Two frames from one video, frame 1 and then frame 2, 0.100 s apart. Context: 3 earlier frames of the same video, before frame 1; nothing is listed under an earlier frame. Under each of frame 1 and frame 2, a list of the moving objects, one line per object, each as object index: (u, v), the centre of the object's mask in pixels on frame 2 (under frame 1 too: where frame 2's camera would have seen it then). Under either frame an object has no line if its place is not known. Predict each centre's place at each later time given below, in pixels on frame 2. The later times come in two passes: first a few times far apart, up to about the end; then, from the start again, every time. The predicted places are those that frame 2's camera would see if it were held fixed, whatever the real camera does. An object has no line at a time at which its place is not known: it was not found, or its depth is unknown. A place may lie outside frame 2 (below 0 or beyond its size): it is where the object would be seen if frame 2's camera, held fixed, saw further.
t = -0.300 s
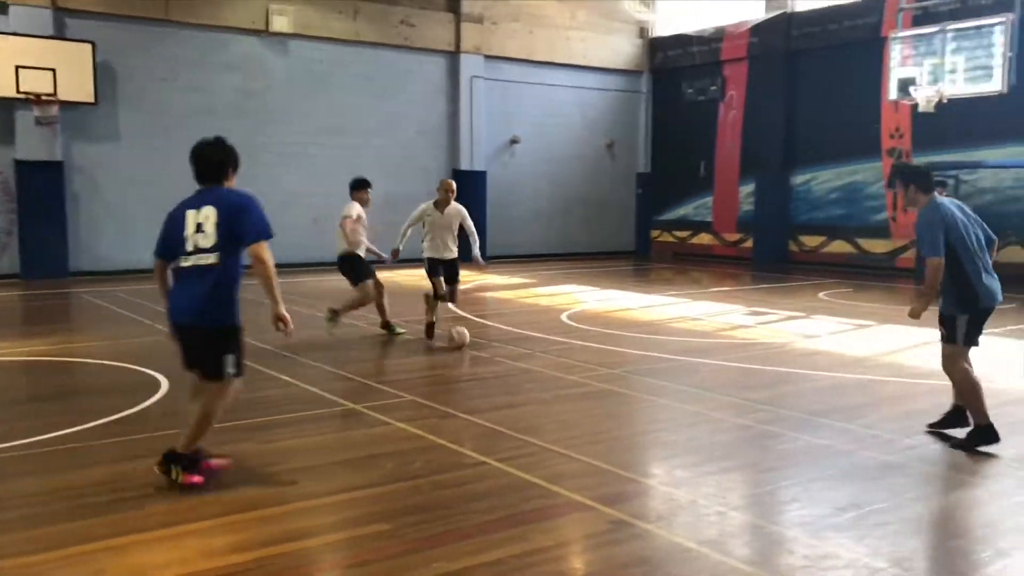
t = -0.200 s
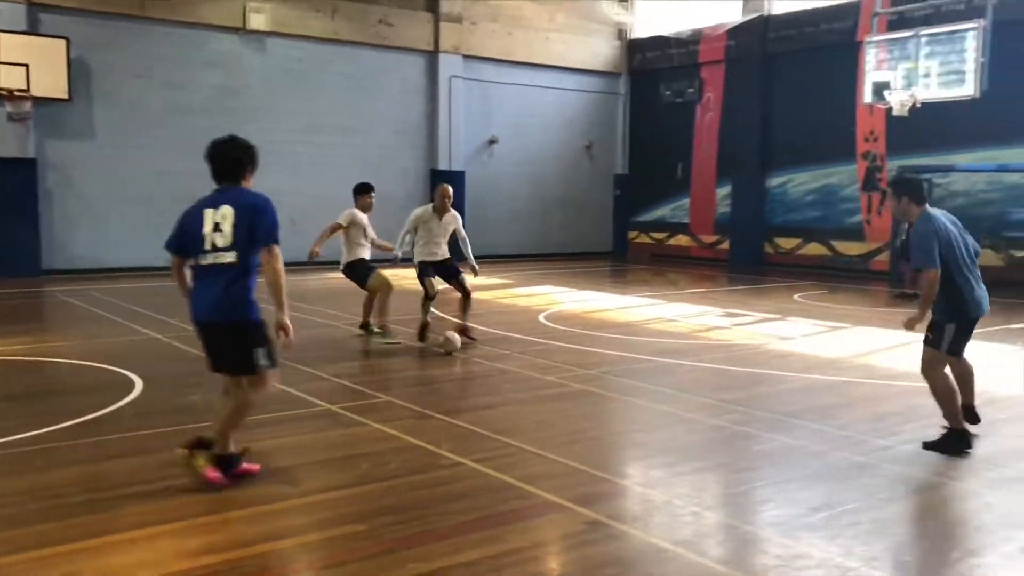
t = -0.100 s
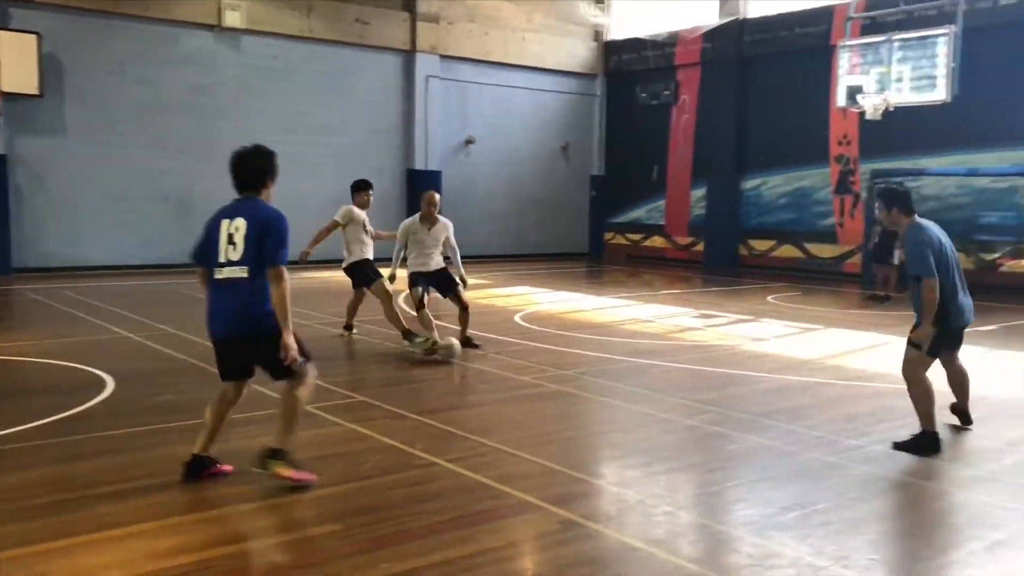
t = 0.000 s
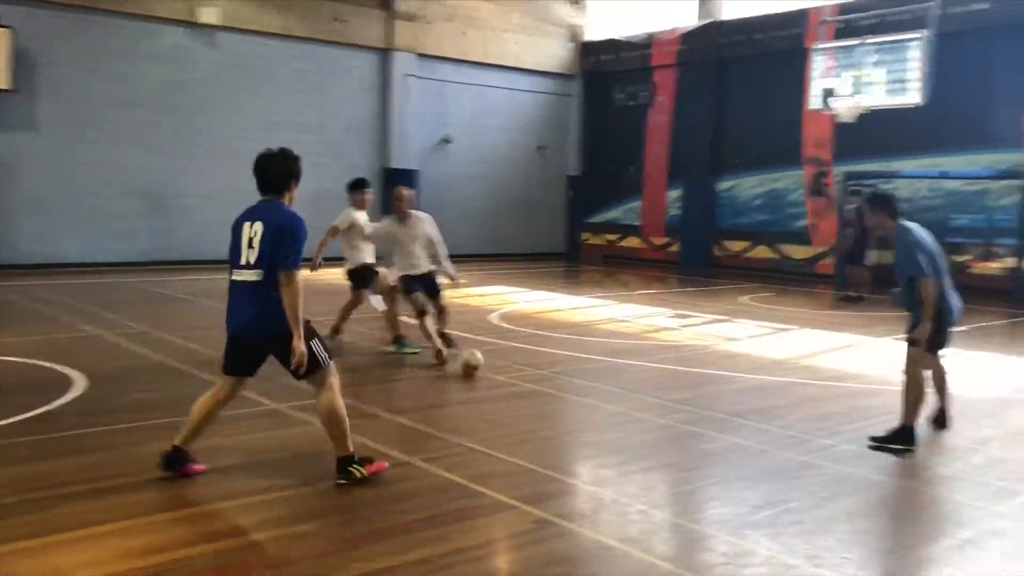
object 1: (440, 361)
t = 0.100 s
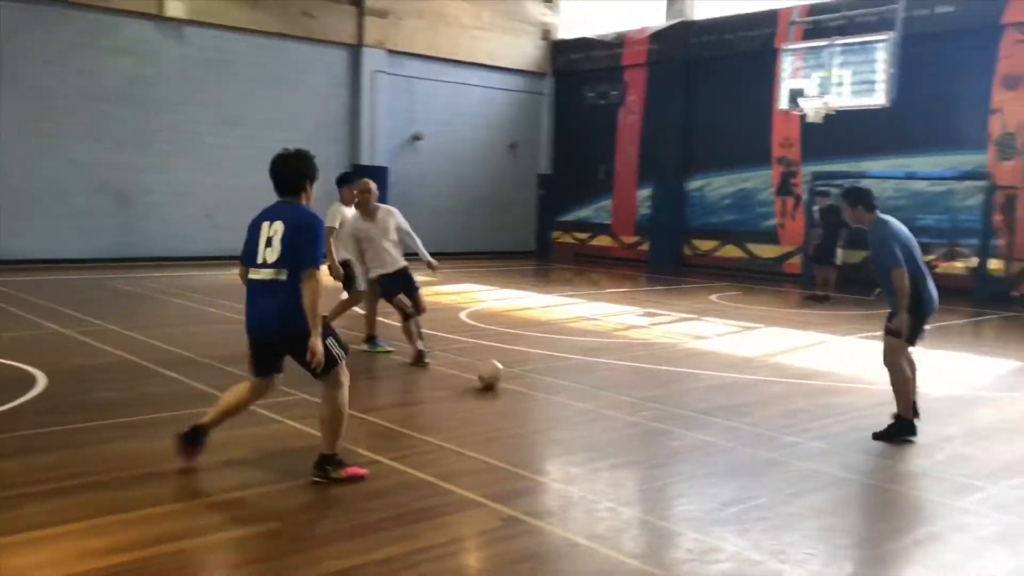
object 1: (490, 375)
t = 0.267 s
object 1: (582, 398)
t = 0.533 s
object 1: (751, 443)
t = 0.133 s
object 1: (509, 379)
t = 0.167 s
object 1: (526, 383)
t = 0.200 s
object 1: (545, 389)
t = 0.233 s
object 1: (563, 393)
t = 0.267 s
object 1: (582, 398)
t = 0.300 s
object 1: (602, 404)
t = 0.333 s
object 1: (621, 408)
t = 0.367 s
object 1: (642, 415)
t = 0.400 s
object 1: (662, 420)
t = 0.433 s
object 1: (685, 427)
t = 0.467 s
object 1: (706, 431)
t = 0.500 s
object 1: (728, 436)
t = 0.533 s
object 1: (751, 443)
